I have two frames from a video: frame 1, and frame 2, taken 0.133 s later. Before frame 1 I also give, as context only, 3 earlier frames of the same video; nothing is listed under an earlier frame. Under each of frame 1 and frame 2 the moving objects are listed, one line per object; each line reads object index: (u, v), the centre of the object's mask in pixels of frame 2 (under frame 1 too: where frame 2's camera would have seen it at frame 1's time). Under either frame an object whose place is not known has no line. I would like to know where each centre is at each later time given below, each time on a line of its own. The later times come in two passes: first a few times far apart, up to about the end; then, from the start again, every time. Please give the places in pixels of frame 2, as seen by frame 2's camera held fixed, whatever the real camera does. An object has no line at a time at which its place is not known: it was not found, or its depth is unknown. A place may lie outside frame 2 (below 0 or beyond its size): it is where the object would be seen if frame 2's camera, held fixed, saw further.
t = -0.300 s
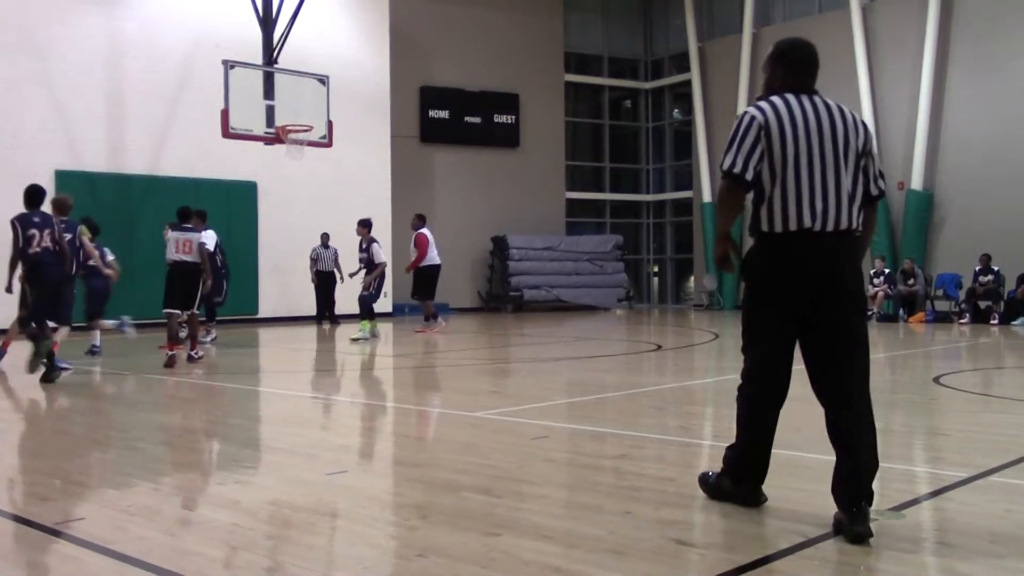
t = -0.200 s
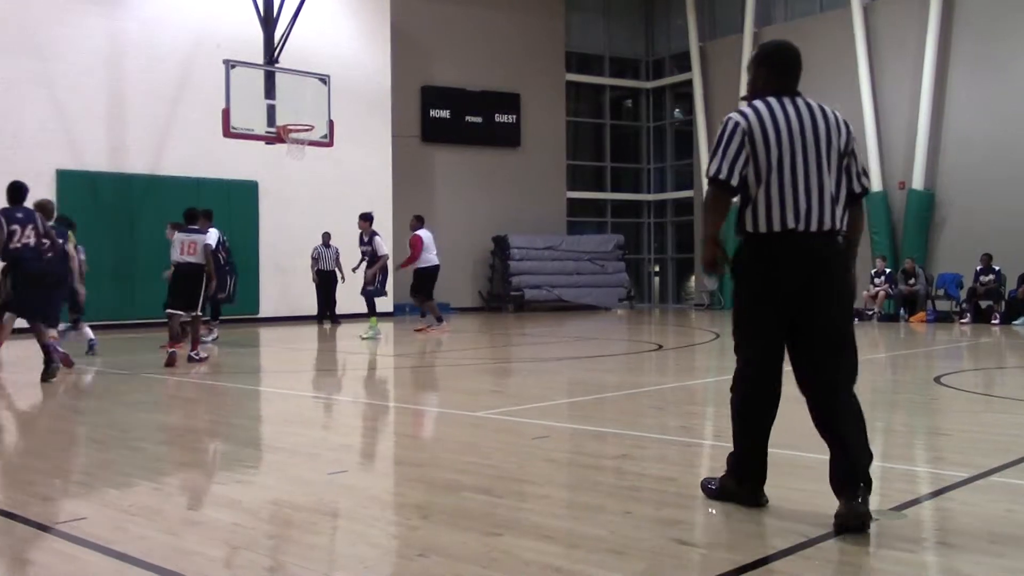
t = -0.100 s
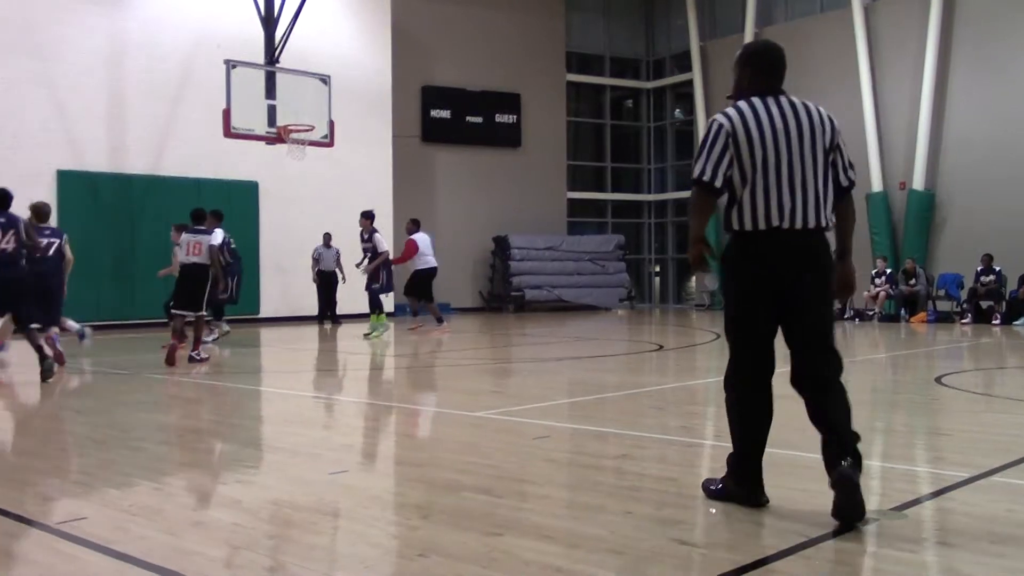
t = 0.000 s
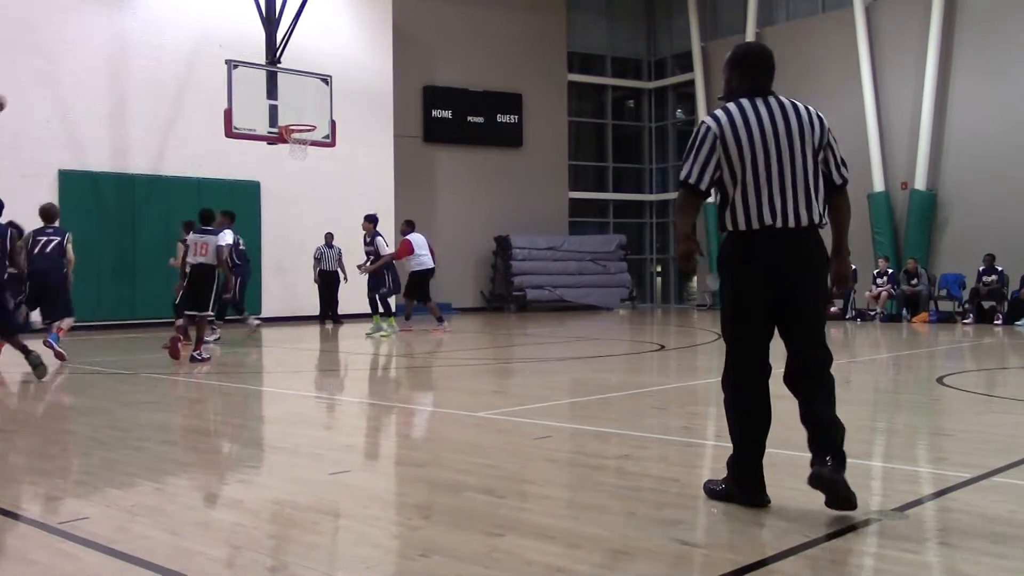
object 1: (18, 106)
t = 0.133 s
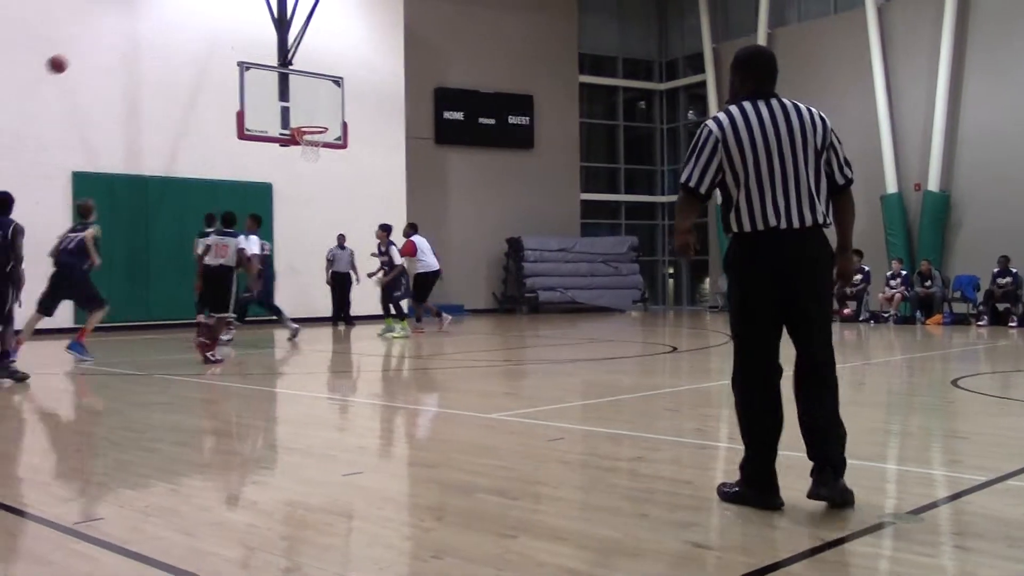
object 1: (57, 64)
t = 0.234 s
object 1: (91, 43)
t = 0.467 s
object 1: (167, 27)
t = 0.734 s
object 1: (245, 56)
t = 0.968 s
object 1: (308, 117)
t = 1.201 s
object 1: (331, 79)
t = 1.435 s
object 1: (351, 59)
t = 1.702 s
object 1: (376, 84)
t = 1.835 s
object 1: (389, 116)
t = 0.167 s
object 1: (68, 56)
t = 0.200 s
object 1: (80, 49)
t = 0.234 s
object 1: (91, 43)
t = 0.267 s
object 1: (103, 39)
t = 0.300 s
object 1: (114, 35)
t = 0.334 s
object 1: (125, 32)
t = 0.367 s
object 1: (135, 30)
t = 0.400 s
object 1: (146, 28)
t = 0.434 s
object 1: (156, 27)
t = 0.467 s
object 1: (167, 27)
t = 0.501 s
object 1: (177, 28)
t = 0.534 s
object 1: (187, 30)
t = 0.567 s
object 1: (197, 32)
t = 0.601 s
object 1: (207, 36)
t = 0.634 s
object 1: (217, 39)
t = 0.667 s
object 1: (226, 44)
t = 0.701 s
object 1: (236, 49)
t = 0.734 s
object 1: (245, 56)
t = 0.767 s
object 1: (255, 62)
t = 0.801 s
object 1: (264, 70)
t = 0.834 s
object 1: (273, 78)
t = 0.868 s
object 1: (282, 86)
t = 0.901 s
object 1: (292, 97)
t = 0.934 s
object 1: (300, 106)
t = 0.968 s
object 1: (308, 117)
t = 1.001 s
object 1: (315, 122)
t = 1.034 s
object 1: (317, 114)
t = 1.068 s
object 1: (320, 105)
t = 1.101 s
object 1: (323, 98)
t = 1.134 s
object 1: (325, 91)
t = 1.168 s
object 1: (328, 84)
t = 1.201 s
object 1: (331, 79)
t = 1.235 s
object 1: (334, 74)
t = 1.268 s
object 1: (337, 69)
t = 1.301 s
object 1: (339, 66)
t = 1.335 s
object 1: (342, 63)
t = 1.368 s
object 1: (345, 61)
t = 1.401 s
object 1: (348, 60)
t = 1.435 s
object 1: (351, 59)
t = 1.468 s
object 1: (354, 60)
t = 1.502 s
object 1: (357, 61)
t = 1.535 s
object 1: (360, 62)
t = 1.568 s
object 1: (363, 65)
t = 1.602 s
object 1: (366, 68)
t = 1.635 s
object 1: (370, 73)
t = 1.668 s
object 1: (373, 78)
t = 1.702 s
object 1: (376, 84)
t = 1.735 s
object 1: (379, 90)
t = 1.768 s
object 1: (382, 98)
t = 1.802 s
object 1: (386, 106)
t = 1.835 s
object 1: (389, 116)
